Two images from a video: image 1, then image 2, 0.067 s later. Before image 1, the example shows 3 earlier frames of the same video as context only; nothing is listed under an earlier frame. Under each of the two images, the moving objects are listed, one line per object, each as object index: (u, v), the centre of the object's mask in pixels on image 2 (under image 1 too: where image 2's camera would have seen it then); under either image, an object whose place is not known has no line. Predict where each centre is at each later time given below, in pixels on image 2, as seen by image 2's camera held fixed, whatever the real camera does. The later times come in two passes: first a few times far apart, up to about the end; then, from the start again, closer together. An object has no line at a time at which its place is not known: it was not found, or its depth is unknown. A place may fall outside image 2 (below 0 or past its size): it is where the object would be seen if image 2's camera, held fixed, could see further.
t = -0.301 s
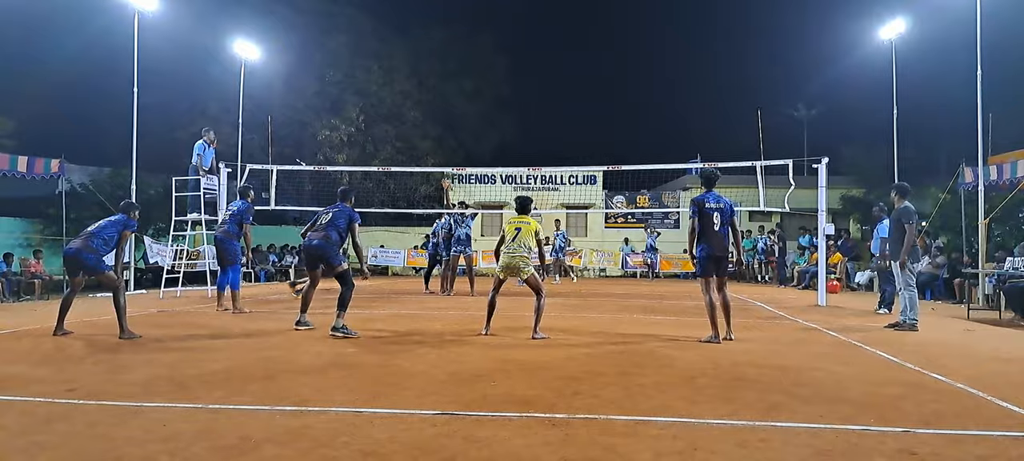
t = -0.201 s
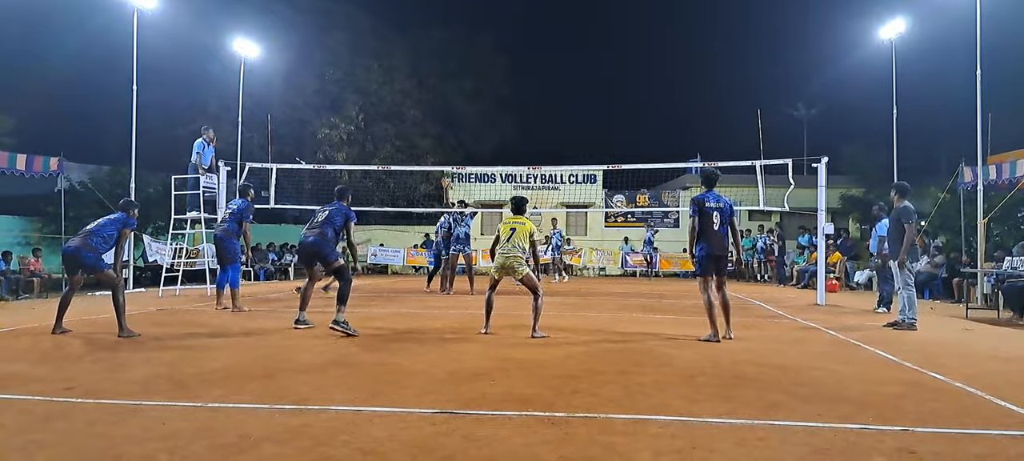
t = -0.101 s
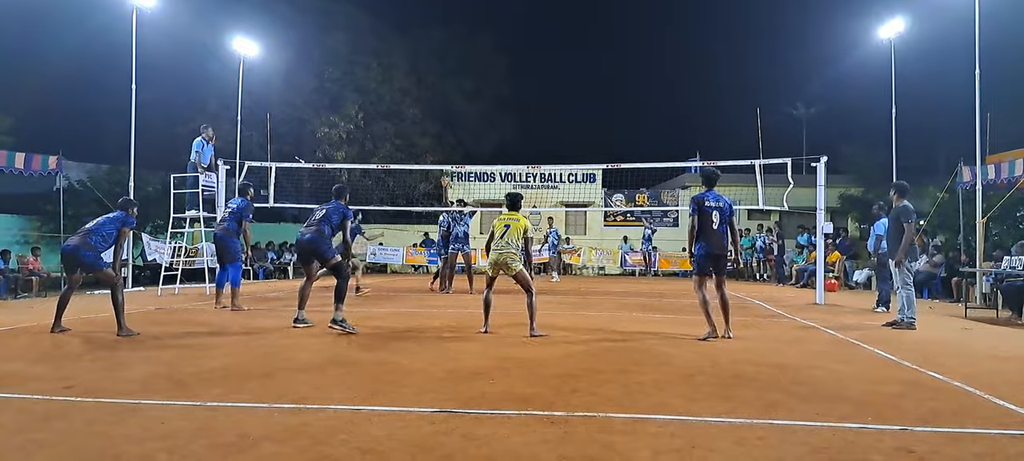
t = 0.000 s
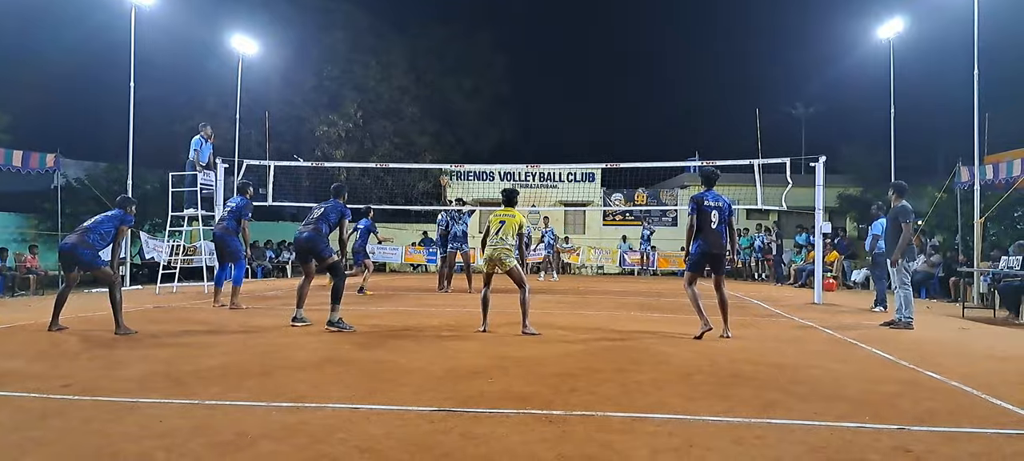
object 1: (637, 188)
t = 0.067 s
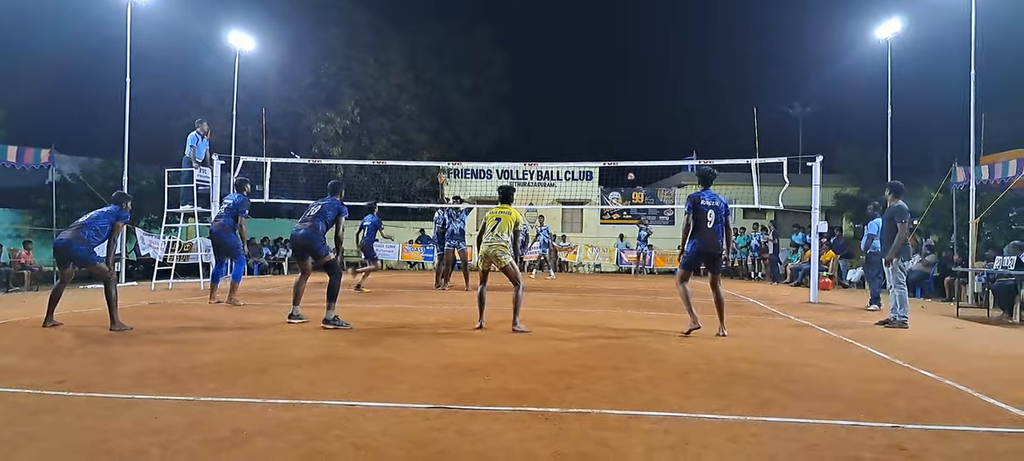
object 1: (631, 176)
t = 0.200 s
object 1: (616, 148)
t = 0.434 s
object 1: (588, 103)
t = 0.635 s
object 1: (559, 75)
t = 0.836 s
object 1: (524, 62)
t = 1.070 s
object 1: (474, 72)
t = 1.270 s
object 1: (425, 107)
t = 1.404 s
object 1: (387, 147)
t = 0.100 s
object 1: (628, 169)
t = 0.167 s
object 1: (620, 155)
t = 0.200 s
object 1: (616, 148)
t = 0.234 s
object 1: (611, 141)
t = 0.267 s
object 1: (607, 135)
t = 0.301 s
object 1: (602, 128)
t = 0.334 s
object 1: (599, 121)
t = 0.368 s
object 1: (595, 115)
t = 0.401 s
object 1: (591, 110)
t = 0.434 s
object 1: (588, 103)
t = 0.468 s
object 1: (584, 98)
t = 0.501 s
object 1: (579, 93)
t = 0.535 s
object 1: (575, 88)
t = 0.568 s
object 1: (570, 83)
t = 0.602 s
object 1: (564, 79)
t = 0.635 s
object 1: (559, 75)
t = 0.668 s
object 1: (554, 72)
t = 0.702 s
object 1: (548, 69)
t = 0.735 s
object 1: (543, 67)
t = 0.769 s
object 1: (537, 64)
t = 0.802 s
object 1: (531, 63)
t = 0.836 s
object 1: (524, 62)
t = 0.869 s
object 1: (518, 62)
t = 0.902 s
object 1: (511, 62)
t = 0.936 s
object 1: (504, 63)
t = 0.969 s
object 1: (496, 64)
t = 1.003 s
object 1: (489, 66)
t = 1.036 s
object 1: (482, 69)
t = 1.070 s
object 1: (474, 72)
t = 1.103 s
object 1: (467, 76)
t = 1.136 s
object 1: (459, 80)
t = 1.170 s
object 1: (451, 85)
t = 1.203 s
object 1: (443, 91)
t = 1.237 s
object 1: (434, 99)
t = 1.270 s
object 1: (425, 107)
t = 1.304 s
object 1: (416, 115)
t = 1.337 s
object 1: (406, 125)
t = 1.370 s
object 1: (397, 135)
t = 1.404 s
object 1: (387, 147)
